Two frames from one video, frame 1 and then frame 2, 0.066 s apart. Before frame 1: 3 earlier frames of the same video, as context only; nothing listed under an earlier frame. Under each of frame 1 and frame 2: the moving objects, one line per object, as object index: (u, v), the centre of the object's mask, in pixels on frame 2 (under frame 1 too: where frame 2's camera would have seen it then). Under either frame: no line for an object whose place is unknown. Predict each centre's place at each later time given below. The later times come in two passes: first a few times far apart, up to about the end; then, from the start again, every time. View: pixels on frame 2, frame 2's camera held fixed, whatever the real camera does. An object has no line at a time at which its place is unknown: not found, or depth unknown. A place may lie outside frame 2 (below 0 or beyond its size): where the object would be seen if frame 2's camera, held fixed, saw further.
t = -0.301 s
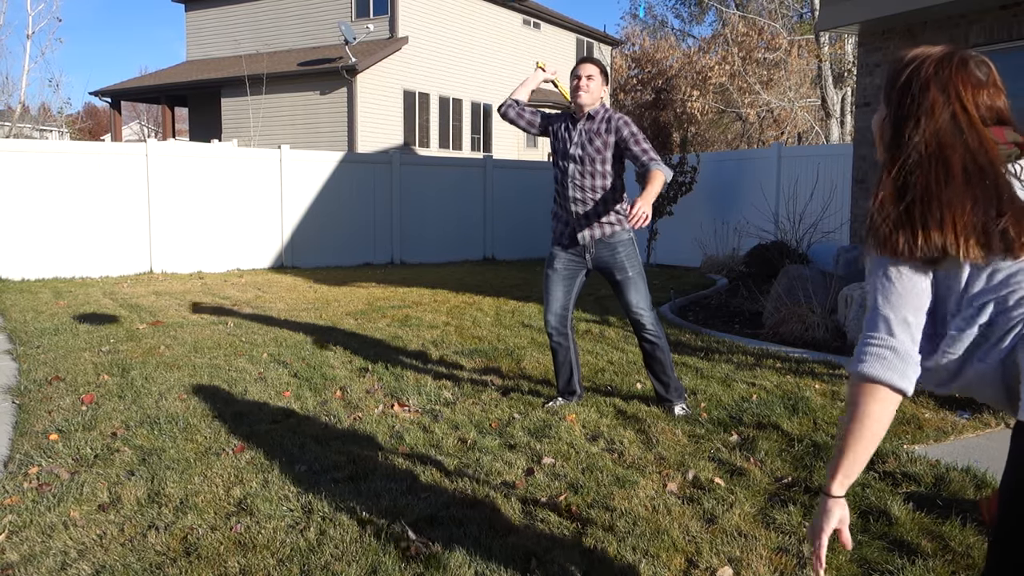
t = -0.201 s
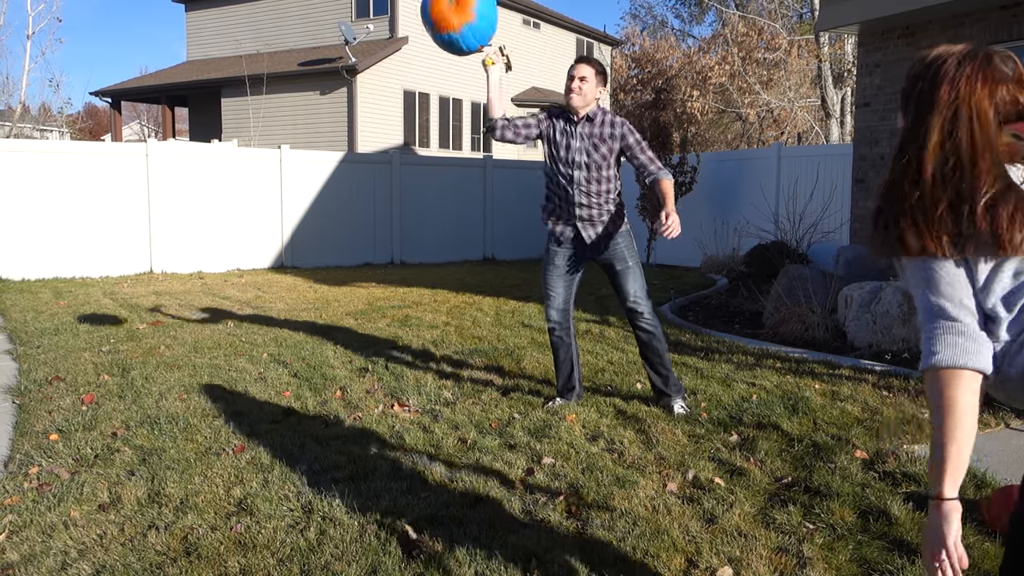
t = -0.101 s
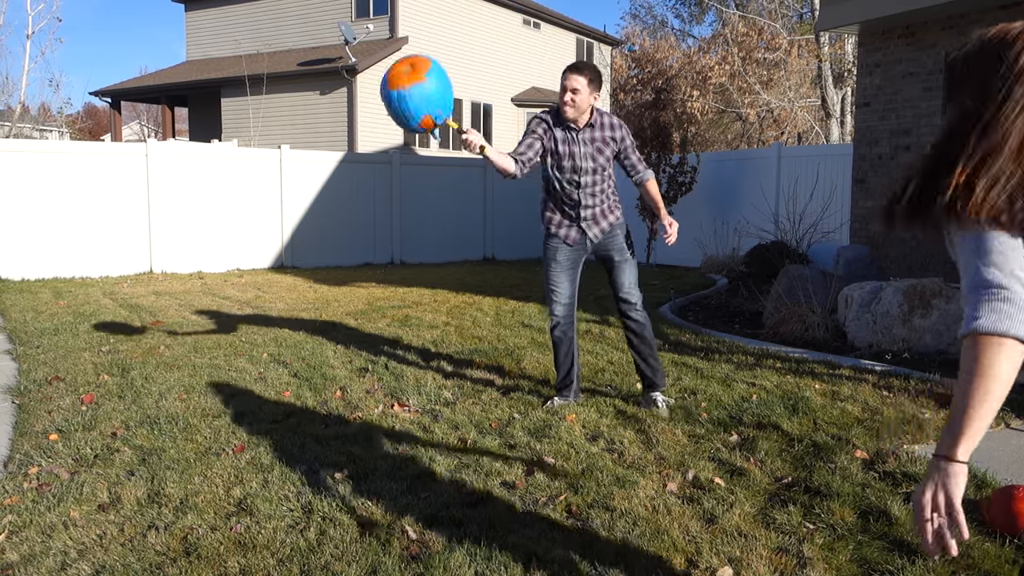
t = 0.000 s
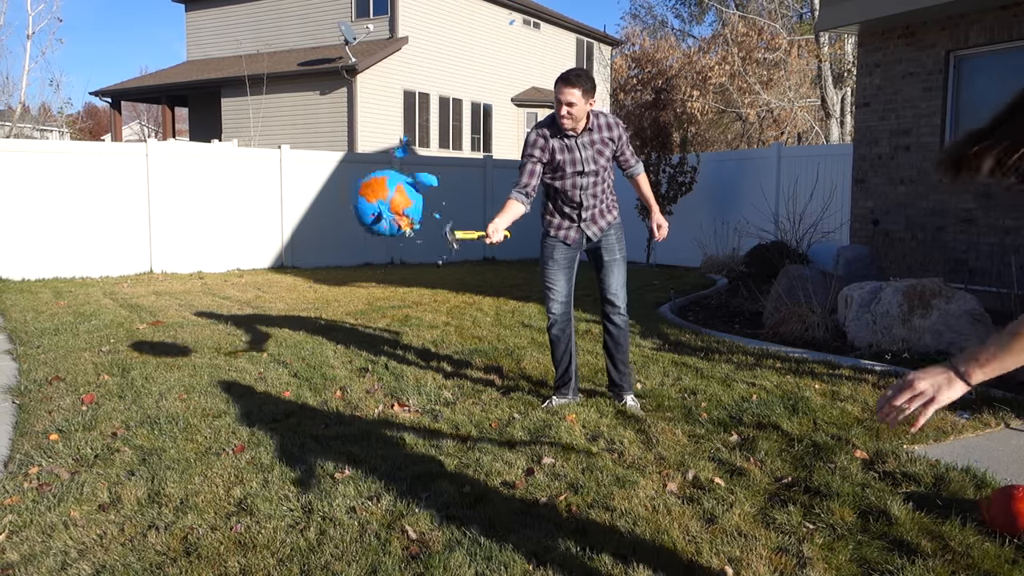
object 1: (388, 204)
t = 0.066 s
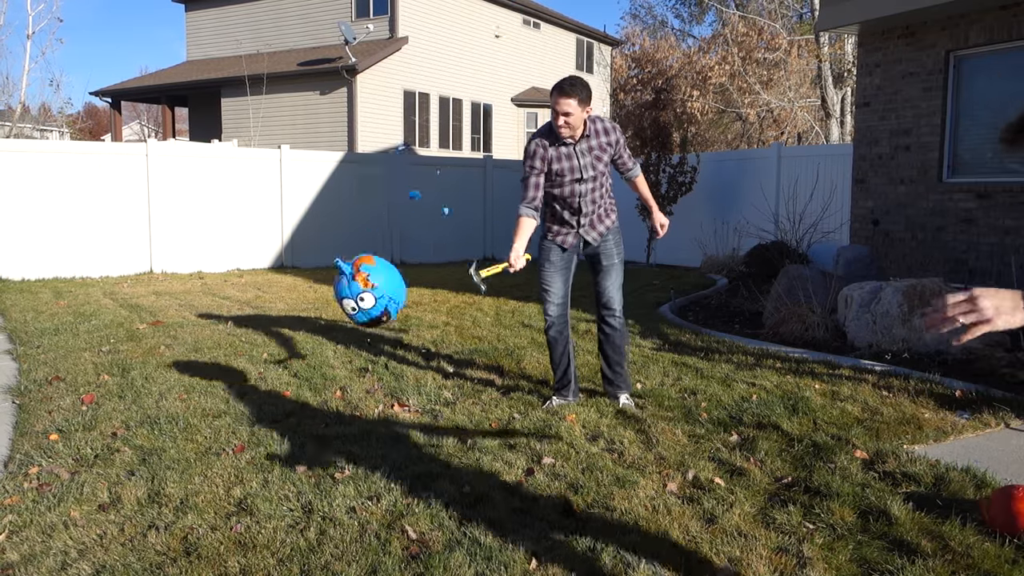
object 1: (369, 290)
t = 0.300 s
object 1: (317, 388)
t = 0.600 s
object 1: (274, 398)
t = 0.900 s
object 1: (264, 390)
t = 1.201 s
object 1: (258, 386)
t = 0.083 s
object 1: (364, 311)
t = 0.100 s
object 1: (360, 335)
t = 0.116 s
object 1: (355, 357)
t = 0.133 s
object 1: (351, 381)
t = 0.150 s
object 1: (347, 408)
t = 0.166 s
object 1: (341, 426)
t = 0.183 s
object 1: (340, 423)
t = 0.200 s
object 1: (339, 419)
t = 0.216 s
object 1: (335, 411)
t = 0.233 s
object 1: (331, 407)
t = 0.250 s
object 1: (328, 402)
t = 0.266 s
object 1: (325, 397)
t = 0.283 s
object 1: (322, 393)
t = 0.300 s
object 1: (317, 388)
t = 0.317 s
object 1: (314, 385)
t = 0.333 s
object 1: (311, 383)
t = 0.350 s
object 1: (309, 383)
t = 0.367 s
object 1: (306, 383)
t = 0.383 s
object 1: (303, 383)
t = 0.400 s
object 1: (301, 383)
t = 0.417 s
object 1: (297, 383)
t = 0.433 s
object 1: (294, 384)
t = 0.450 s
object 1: (291, 385)
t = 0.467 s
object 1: (288, 388)
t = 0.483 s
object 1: (286, 391)
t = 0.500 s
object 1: (283, 394)
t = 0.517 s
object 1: (280, 397)
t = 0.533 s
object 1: (277, 400)
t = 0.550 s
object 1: (275, 400)
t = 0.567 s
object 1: (274, 400)
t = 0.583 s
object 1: (274, 400)
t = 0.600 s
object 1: (274, 398)
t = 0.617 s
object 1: (274, 397)
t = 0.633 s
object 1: (274, 396)
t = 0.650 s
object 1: (272, 395)
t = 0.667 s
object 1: (272, 395)
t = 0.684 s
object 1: (271, 395)
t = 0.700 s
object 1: (270, 395)
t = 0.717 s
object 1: (269, 394)
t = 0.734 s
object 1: (269, 395)
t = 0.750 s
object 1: (268, 395)
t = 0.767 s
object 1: (267, 394)
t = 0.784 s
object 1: (267, 394)
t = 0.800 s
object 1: (266, 394)
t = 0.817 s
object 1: (266, 392)
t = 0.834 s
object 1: (266, 392)
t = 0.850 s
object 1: (265, 391)
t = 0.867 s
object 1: (264, 390)
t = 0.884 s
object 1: (264, 390)
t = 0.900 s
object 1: (264, 390)
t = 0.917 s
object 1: (263, 390)
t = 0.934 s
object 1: (263, 390)
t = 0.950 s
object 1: (263, 389)
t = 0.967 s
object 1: (262, 389)
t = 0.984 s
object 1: (262, 389)
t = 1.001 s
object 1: (262, 388)
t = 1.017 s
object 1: (262, 388)
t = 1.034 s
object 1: (262, 388)
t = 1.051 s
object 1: (261, 388)
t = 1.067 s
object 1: (261, 387)
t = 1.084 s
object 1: (261, 387)
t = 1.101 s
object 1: (260, 387)
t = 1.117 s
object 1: (260, 387)
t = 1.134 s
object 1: (259, 387)
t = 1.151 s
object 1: (259, 387)
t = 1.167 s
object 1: (258, 387)
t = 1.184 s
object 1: (258, 387)
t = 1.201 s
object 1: (258, 386)
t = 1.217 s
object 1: (258, 386)
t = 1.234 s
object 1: (257, 386)
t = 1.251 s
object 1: (257, 386)
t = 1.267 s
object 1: (257, 386)
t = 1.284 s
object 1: (257, 386)
